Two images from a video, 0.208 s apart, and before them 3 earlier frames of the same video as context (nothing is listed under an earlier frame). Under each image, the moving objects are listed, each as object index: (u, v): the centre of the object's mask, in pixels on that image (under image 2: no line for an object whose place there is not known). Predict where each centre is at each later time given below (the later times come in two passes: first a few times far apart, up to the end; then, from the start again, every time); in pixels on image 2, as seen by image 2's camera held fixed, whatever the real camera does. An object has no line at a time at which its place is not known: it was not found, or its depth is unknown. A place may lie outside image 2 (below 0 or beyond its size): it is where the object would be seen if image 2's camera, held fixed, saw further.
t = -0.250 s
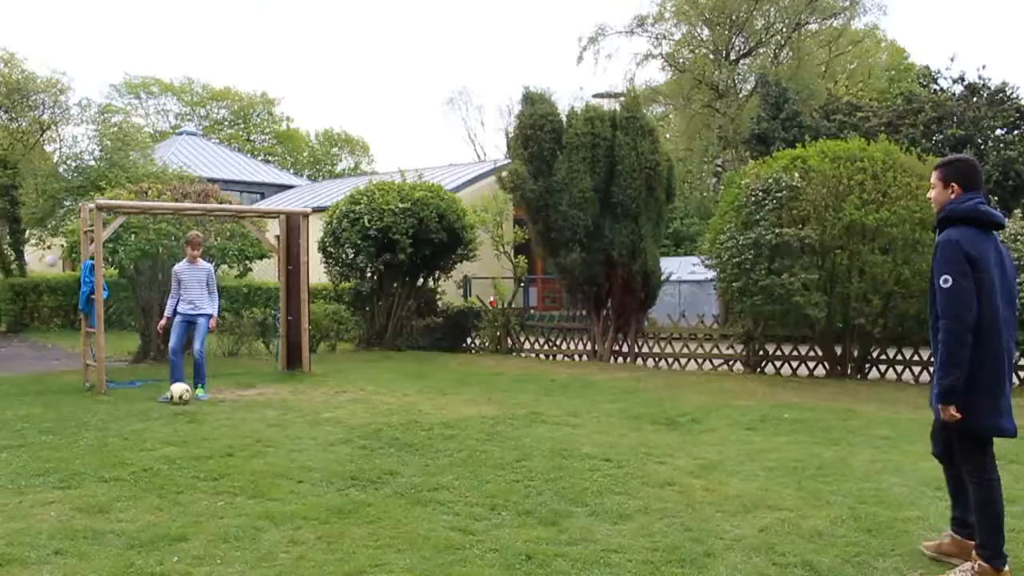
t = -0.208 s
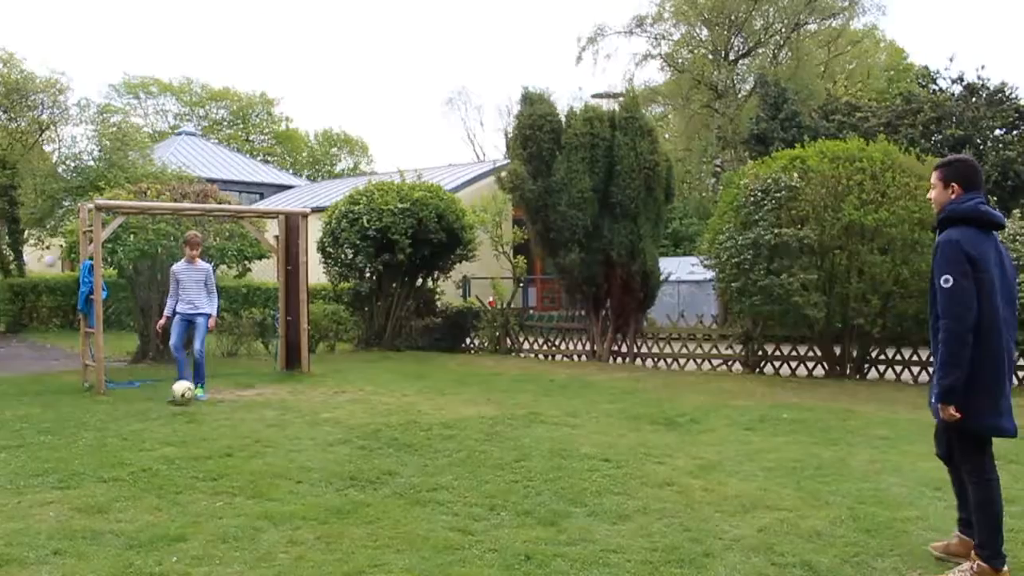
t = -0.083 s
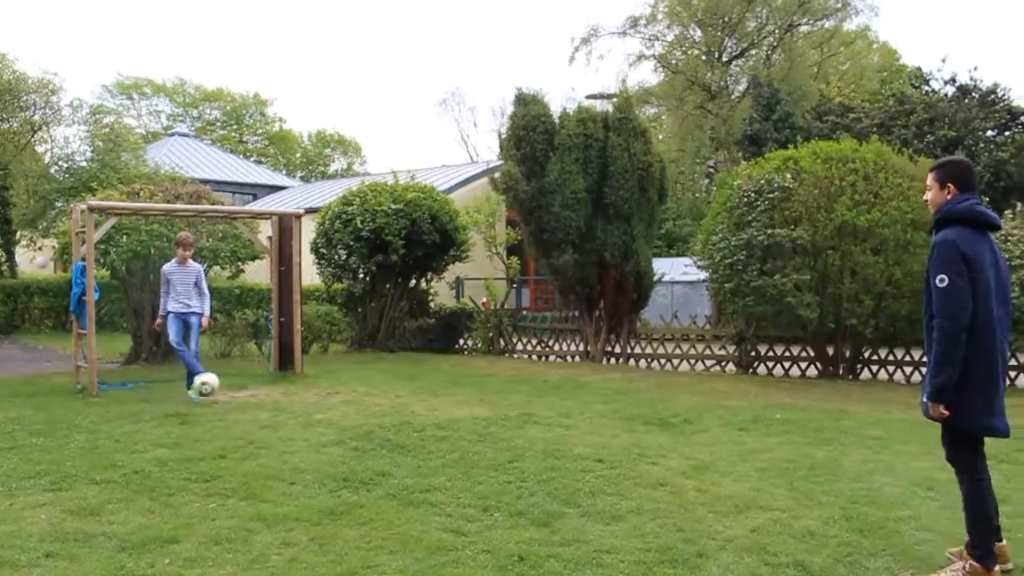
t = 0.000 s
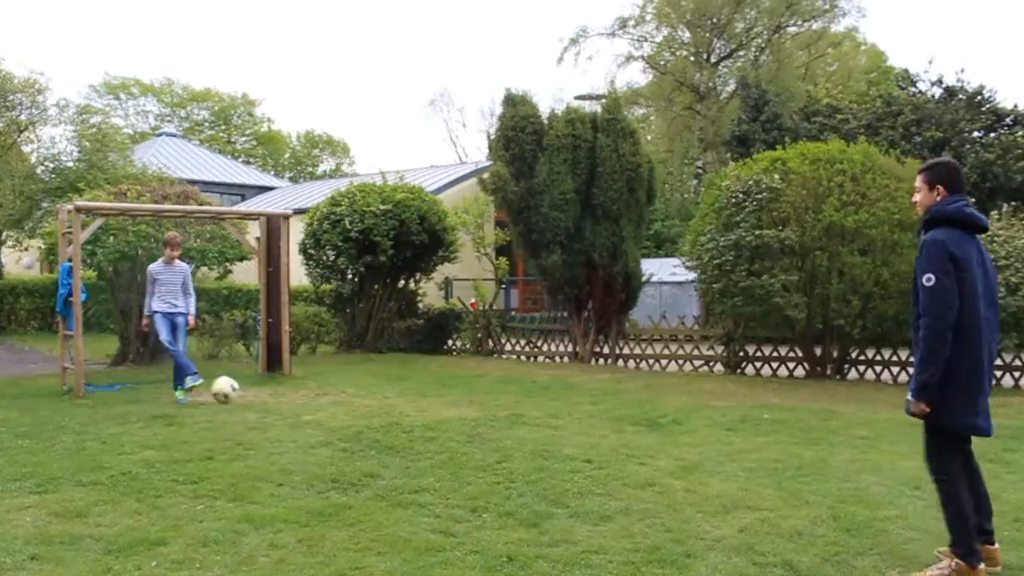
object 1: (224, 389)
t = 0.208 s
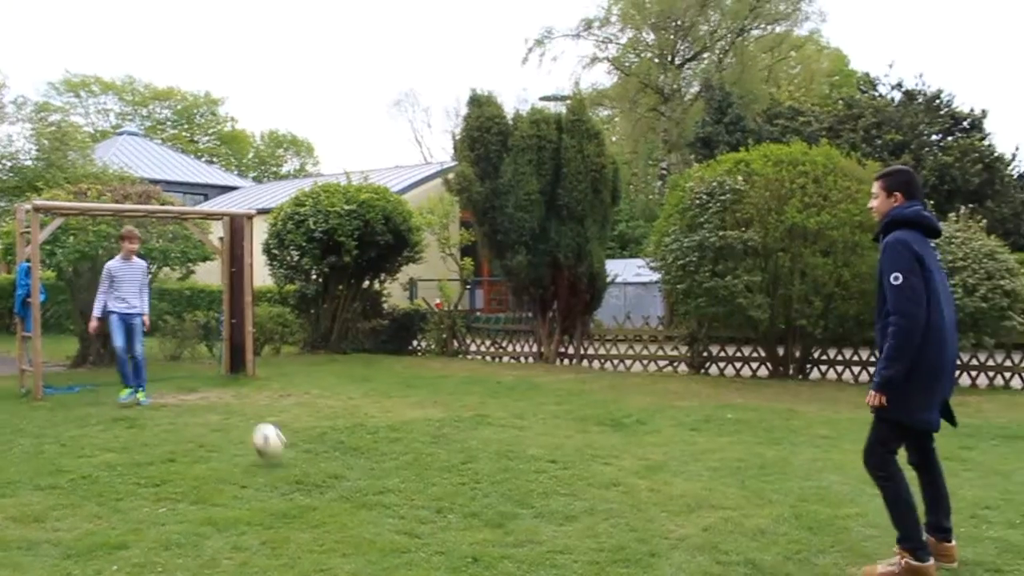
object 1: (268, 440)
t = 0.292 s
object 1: (297, 453)
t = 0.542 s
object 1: (381, 476)
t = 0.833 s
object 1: (500, 515)
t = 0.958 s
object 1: (568, 561)
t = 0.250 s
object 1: (286, 457)
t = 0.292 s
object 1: (297, 453)
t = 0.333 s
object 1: (308, 449)
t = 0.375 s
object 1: (320, 447)
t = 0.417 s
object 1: (332, 449)
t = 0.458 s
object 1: (345, 453)
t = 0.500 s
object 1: (365, 464)
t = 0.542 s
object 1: (381, 476)
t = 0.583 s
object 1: (395, 494)
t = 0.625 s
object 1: (411, 503)
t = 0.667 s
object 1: (427, 499)
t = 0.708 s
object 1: (444, 497)
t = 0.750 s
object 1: (462, 499)
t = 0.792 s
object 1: (481, 506)
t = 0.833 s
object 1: (500, 515)
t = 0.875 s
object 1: (523, 527)
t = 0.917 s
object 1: (546, 549)
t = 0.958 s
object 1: (568, 561)
